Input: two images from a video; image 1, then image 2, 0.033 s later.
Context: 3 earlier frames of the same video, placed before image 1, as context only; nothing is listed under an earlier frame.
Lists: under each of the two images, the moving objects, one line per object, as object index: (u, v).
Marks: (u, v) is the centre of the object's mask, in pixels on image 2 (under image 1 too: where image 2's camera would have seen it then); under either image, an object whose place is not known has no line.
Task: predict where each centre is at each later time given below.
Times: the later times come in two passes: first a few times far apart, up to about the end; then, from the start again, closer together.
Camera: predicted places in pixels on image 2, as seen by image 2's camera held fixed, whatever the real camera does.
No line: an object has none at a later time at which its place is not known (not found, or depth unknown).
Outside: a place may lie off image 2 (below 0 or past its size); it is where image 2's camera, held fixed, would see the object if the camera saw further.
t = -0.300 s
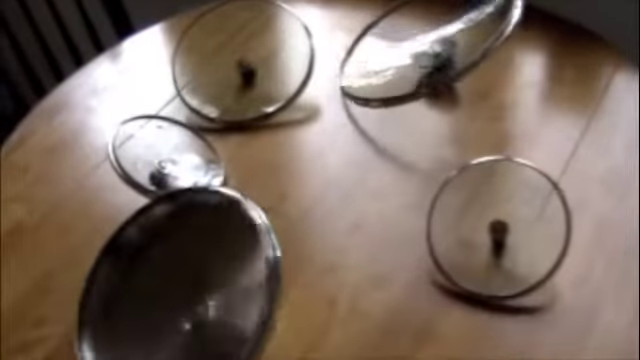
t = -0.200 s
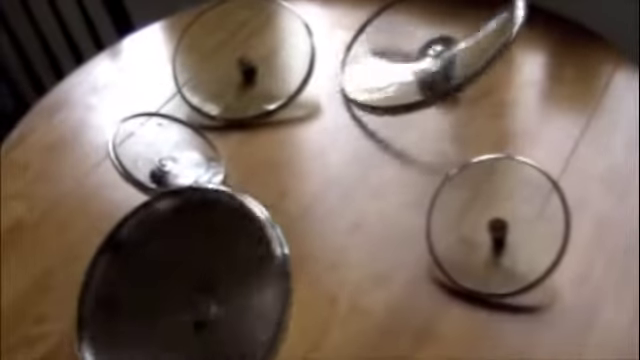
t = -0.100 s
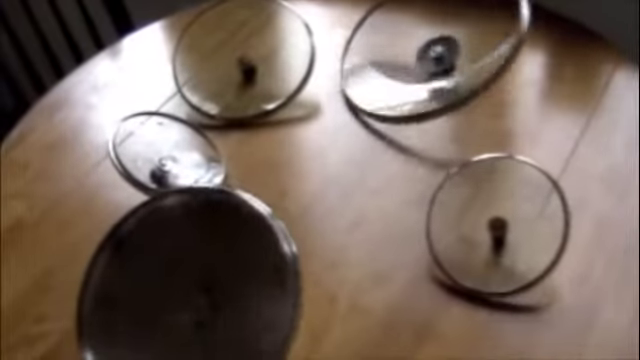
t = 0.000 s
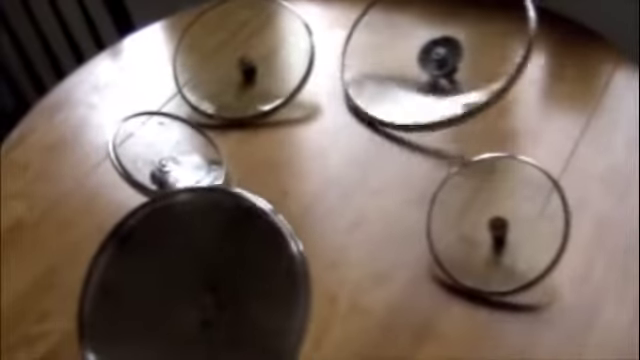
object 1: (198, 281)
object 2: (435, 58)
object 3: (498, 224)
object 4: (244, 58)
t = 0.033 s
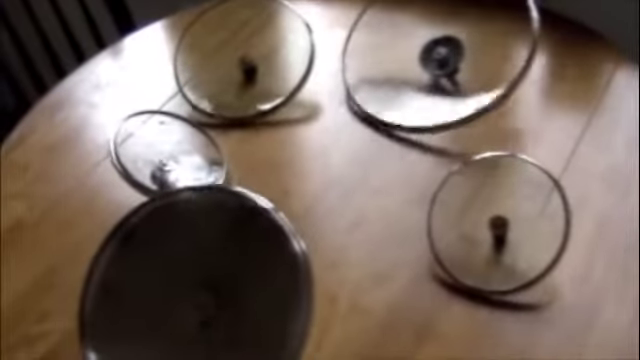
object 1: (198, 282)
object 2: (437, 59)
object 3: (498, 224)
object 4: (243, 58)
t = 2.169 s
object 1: (178, 273)
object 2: (447, 60)
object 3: (509, 224)
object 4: (244, 57)
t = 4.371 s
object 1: (182, 266)
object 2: (452, 62)
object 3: (512, 224)
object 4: (243, 58)
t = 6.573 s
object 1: (184, 280)
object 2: (443, 64)
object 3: (513, 224)
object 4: (240, 59)
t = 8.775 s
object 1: (190, 282)
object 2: (429, 55)
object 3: (504, 225)
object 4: (230, 53)
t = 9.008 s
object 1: (192, 282)
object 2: (423, 47)
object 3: (503, 225)
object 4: (231, 53)
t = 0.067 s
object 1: (199, 281)
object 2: (439, 60)
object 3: (498, 224)
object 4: (242, 58)
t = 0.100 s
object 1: (200, 281)
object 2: (441, 60)
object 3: (498, 223)
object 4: (242, 58)
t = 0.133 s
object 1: (201, 281)
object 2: (443, 61)
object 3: (498, 223)
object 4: (242, 58)
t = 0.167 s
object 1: (201, 281)
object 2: (445, 62)
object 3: (498, 223)
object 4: (241, 58)
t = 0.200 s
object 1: (202, 281)
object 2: (446, 62)
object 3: (498, 223)
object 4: (241, 58)
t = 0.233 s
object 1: (202, 281)
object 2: (448, 62)
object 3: (498, 223)
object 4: (240, 58)
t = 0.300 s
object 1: (202, 281)
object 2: (450, 63)
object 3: (498, 223)
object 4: (239, 57)
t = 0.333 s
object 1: (202, 281)
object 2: (451, 63)
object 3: (499, 223)
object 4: (238, 57)
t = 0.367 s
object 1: (202, 281)
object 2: (452, 63)
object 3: (499, 223)
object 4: (237, 56)
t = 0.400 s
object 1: (201, 281)
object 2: (453, 63)
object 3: (499, 223)
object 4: (236, 56)
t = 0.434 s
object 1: (201, 281)
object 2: (453, 63)
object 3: (500, 223)
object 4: (236, 55)
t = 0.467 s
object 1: (201, 281)
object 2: (453, 63)
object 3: (500, 223)
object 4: (235, 55)
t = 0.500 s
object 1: (200, 281)
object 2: (453, 63)
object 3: (501, 223)
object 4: (234, 54)
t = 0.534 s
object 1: (199, 281)
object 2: (452, 62)
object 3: (501, 223)
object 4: (234, 53)
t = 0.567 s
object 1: (199, 281)
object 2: (452, 62)
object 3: (503, 223)
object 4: (234, 53)
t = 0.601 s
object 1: (197, 281)
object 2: (451, 62)
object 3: (503, 223)
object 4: (233, 52)
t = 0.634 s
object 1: (196, 281)
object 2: (451, 62)
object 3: (504, 224)
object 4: (233, 52)
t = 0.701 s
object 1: (193, 280)
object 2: (448, 62)
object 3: (506, 223)
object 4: (233, 51)
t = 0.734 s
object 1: (192, 280)
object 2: (446, 62)
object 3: (508, 224)
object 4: (232, 51)
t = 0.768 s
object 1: (191, 279)
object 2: (445, 61)
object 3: (510, 224)
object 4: (232, 51)
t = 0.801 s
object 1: (189, 279)
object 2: (443, 61)
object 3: (512, 224)
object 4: (232, 51)
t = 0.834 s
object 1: (188, 279)
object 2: (441, 59)
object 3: (514, 224)
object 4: (232, 51)
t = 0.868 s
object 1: (187, 279)
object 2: (439, 59)
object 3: (516, 223)
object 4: (232, 51)
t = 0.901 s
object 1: (186, 278)
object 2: (437, 58)
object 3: (517, 221)
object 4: (232, 51)
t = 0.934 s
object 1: (184, 278)
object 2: (435, 57)
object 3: (518, 221)
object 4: (232, 51)
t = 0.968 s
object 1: (183, 277)
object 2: (434, 55)
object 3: (519, 220)
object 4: (232, 51)
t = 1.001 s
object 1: (183, 276)
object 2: (432, 54)
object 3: (520, 219)
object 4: (232, 51)
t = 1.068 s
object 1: (180, 275)
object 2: (430, 51)
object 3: (523, 218)
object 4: (232, 51)
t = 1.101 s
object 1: (180, 275)
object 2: (429, 49)
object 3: (524, 217)
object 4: (233, 51)
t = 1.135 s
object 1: (177, 274)
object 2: (428, 48)
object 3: (525, 216)
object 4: (233, 52)
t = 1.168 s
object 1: (176, 274)
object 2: (427, 47)
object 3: (525, 216)
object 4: (233, 52)
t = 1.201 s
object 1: (177, 275)
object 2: (426, 46)
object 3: (526, 215)
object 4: (233, 52)
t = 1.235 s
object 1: (177, 273)
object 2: (426, 45)
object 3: (526, 215)
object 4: (234, 53)
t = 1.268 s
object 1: (177, 272)
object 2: (426, 44)
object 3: (527, 214)
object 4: (234, 53)
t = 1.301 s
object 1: (178, 272)
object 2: (426, 43)
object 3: (527, 213)
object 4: (235, 54)
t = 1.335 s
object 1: (179, 271)
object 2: (426, 42)
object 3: (527, 213)
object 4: (236, 54)
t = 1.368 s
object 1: (179, 269)
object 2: (426, 42)
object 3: (527, 213)
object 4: (236, 55)
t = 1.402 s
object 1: (180, 267)
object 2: (426, 41)
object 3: (527, 213)
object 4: (237, 56)
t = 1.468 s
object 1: (182, 264)
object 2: (425, 41)
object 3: (527, 213)
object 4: (238, 57)
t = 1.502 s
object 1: (182, 264)
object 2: (426, 41)
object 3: (527, 213)
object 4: (240, 57)
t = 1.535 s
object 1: (184, 263)
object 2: (426, 41)
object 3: (527, 214)
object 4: (240, 57)
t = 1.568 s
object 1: (186, 261)
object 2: (426, 41)
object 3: (527, 214)
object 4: (241, 57)
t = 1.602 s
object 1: (187, 260)
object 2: (427, 43)
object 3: (526, 214)
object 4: (242, 57)
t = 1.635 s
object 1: (187, 260)
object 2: (427, 44)
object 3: (526, 215)
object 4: (242, 57)
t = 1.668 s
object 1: (188, 260)
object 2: (427, 45)
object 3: (525, 216)
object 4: (242, 58)
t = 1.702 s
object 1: (188, 259)
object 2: (427, 46)
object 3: (524, 216)
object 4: (243, 57)
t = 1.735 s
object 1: (188, 259)
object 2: (427, 47)
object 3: (523, 216)
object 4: (243, 57)
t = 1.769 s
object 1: (188, 259)
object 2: (428, 48)
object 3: (523, 217)
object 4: (243, 57)
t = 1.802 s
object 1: (188, 259)
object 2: (428, 50)
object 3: (522, 218)
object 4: (243, 57)
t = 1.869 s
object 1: (186, 261)
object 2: (431, 53)
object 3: (521, 220)
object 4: (244, 57)
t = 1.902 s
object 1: (185, 262)
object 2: (433, 54)
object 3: (520, 221)
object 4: (244, 57)
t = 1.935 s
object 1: (184, 263)
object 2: (434, 56)
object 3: (519, 222)
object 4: (245, 57)
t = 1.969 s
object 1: (183, 264)
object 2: (436, 57)
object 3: (518, 222)
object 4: (245, 57)
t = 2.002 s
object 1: (182, 266)
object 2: (438, 58)
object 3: (516, 223)
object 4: (245, 57)
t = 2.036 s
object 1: (181, 267)
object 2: (440, 59)
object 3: (516, 224)
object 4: (245, 57)
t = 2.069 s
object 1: (180, 268)
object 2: (442, 59)
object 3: (514, 224)
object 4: (244, 57)
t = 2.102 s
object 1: (179, 270)
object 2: (444, 60)
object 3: (513, 225)
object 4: (245, 57)
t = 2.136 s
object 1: (178, 272)
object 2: (446, 60)
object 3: (511, 225)
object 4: (244, 57)
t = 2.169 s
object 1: (178, 273)
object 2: (447, 60)
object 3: (509, 224)
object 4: (244, 57)
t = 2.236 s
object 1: (179, 275)
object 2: (450, 60)
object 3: (507, 224)
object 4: (244, 57)
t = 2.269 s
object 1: (179, 275)
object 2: (451, 60)
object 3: (506, 223)
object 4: (244, 57)
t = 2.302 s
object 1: (178, 276)
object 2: (451, 60)
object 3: (504, 223)
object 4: (243, 57)
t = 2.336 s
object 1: (179, 276)
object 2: (452, 60)
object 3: (504, 223)
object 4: (243, 57)
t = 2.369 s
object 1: (180, 276)
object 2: (453, 60)
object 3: (503, 223)
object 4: (242, 57)
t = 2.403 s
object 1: (181, 276)
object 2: (453, 60)
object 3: (502, 223)
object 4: (242, 56)
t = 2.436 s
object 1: (181, 277)
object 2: (453, 60)
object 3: (502, 223)
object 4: (241, 56)
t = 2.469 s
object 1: (183, 278)
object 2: (453, 60)
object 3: (501, 223)
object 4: (241, 56)
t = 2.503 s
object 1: (184, 278)
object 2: (452, 60)
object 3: (501, 223)
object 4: (240, 56)
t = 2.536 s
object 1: (185, 278)
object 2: (452, 60)
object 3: (501, 223)
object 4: (239, 57)
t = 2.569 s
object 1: (186, 279)
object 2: (451, 60)
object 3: (501, 223)
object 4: (238, 56)
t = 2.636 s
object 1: (189, 280)
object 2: (449, 60)
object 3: (501, 223)
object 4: (237, 55)
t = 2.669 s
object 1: (190, 280)
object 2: (448, 59)
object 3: (502, 222)
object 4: (236, 54)
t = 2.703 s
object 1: (191, 280)
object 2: (446, 59)
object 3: (502, 222)
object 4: (235, 53)
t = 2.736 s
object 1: (192, 280)
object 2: (445, 59)
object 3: (503, 222)
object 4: (234, 53)
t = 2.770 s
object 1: (193, 281)
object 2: (443, 58)
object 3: (504, 222)
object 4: (234, 53)
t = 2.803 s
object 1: (194, 281)
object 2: (441, 58)
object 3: (504, 223)
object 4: (233, 53)
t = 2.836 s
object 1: (195, 281)
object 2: (439, 57)
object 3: (504, 223)
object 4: (233, 53)
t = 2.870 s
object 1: (196, 281)
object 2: (436, 57)
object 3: (505, 223)
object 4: (233, 52)
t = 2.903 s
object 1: (196, 281)
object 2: (434, 56)
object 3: (506, 223)
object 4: (232, 52)
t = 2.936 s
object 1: (197, 281)
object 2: (433, 55)
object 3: (507, 223)
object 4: (232, 52)
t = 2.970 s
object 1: (198, 281)
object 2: (432, 54)
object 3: (509, 223)
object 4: (232, 51)
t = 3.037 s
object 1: (199, 281)
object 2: (429, 51)
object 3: (514, 223)
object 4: (232, 51)
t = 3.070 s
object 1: (199, 282)
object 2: (428, 49)
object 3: (516, 222)
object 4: (232, 51)
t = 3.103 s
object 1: (199, 282)
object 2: (428, 48)
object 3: (517, 221)
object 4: (232, 51)
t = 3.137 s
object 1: (199, 281)
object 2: (426, 46)
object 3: (518, 221)
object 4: (232, 51)
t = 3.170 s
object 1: (199, 282)
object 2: (426, 45)
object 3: (519, 220)
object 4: (232, 51)
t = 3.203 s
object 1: (199, 281)
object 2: (426, 45)
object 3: (520, 219)
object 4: (232, 51)
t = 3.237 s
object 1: (199, 282)
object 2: (425, 44)
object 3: (521, 219)
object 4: (232, 51)
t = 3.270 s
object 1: (198, 282)
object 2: (425, 44)
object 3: (522, 218)
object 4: (232, 51)
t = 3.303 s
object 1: (198, 282)
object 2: (424, 43)
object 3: (523, 217)
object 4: (232, 52)
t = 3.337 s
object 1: (197, 282)
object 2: (424, 41)
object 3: (524, 216)
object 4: (232, 51)
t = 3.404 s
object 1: (196, 282)
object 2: (424, 42)
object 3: (525, 214)
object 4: (232, 52)
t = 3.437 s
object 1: (195, 282)
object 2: (424, 42)
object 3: (526, 214)
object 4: (233, 52)
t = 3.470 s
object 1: (193, 282)
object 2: (423, 42)
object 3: (526, 214)
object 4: (233, 53)
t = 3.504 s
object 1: (192, 282)
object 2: (423, 43)
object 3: (527, 213)
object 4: (233, 53)
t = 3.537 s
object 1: (191, 282)
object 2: (424, 45)
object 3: (528, 213)
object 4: (233, 54)
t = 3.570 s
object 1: (190, 282)
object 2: (424, 46)
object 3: (528, 212)
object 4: (234, 55)
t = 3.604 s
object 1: (188, 282)
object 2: (424, 47)
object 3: (528, 212)
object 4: (235, 55)
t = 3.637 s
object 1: (187, 281)
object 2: (424, 48)
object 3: (528, 212)
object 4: (235, 56)
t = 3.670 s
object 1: (186, 281)
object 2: (425, 48)
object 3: (528, 212)
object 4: (236, 56)
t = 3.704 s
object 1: (184, 281)
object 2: (426, 50)
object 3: (528, 213)
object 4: (237, 57)
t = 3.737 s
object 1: (183, 280)
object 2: (427, 51)
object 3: (528, 213)
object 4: (238, 57)
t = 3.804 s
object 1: (181, 280)
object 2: (430, 54)
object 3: (527, 214)
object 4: (239, 57)
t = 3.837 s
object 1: (180, 279)
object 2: (431, 55)
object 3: (527, 214)
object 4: (239, 58)
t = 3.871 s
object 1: (180, 279)
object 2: (433, 56)
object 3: (527, 215)
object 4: (241, 57)
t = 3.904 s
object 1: (178, 278)
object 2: (435, 57)
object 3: (526, 215)
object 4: (241, 57)
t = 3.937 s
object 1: (177, 278)
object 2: (436, 58)
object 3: (525, 216)
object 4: (241, 58)
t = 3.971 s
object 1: (177, 278)
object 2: (439, 59)
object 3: (526, 216)
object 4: (242, 58)
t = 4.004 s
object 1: (177, 278)
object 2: (440, 60)
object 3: (524, 217)
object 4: (242, 58)
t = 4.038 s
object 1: (177, 277)
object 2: (442, 60)
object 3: (523, 218)
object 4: (242, 58)
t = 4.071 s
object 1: (177, 276)
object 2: (444, 61)
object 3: (523, 218)
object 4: (242, 58)
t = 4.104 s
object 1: (177, 274)
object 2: (446, 61)
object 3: (522, 219)
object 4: (243, 58)
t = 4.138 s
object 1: (177, 273)
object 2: (447, 61)
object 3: (521, 220)
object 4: (243, 58)
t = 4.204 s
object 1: (178, 271)
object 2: (449, 62)
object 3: (518, 222)
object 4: (243, 58)
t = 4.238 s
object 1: (179, 270)
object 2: (450, 62)
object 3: (517, 222)
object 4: (243, 58)
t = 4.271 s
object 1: (179, 269)
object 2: (451, 62)
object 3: (516, 223)
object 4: (243, 58)
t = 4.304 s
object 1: (180, 268)
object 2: (451, 62)
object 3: (515, 224)
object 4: (243, 58)
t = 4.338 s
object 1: (181, 267)
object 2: (452, 62)
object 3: (513, 224)
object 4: (243, 58)
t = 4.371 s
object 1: (182, 266)
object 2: (452, 62)
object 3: (512, 224)
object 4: (243, 58)
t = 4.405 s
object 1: (183, 265)
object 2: (451, 62)
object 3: (510, 224)
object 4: (243, 58)
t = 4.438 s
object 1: (184, 264)
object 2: (451, 62)
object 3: (508, 224)
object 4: (243, 58)
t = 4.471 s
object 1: (185, 264)
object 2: (451, 62)
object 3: (507, 223)
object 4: (243, 58)
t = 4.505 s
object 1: (185, 263)
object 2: (451, 62)
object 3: (506, 223)
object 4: (242, 58)
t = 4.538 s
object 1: (186, 263)
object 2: (449, 62)
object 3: (505, 223)
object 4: (242, 58)
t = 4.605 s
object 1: (186, 263)
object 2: (447, 62)
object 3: (505, 223)
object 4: (242, 58)
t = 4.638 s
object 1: (186, 263)
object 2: (445, 62)
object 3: (504, 223)
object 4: (241, 58)
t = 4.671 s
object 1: (185, 264)
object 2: (444, 61)
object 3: (504, 223)
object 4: (240, 57)
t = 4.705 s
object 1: (184, 264)
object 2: (442, 61)
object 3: (504, 223)
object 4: (240, 57)
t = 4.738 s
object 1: (184, 265)
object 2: (440, 60)
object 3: (503, 223)
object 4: (240, 57)
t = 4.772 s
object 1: (183, 266)
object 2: (438, 60)
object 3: (503, 223)
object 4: (239, 57)
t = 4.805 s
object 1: (182, 267)
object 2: (437, 59)
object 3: (503, 223)
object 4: (238, 57)
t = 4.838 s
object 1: (180, 268)
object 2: (434, 59)
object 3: (503, 223)
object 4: (237, 57)
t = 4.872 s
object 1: (180, 269)
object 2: (433, 58)
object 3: (503, 223)
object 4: (236, 57)
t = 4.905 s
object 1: (179, 270)
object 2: (431, 57)
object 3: (503, 223)
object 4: (235, 57)
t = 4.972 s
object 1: (178, 272)
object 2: (427, 55)
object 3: (503, 223)
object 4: (233, 56)
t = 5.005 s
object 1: (177, 274)
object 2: (426, 53)
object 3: (504, 223)
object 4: (232, 56)
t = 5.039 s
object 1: (176, 275)
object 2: (425, 52)
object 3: (505, 223)
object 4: (232, 56)
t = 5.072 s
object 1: (176, 276)
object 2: (424, 51)
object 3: (505, 223)
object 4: (231, 55)
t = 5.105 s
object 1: (176, 277)
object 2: (423, 50)
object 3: (507, 223)
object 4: (231, 55)
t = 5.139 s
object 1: (176, 277)
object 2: (422, 49)
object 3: (508, 223)
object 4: (231, 54)
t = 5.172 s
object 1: (176, 278)
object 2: (421, 48)
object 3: (509, 223)
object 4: (230, 54)
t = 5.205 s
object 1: (177, 277)
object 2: (421, 48)
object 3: (510, 223)
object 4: (230, 54)
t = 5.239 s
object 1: (177, 278)
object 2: (421, 47)
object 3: (512, 223)
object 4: (230, 54)
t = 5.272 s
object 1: (177, 278)
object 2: (421, 47)
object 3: (513, 223)
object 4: (230, 54)
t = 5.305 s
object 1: (178, 279)
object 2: (421, 47)
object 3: (515, 223)
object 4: (231, 53)
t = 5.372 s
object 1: (181, 279)
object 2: (421, 47)
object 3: (517, 222)
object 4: (231, 53)
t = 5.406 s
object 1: (182, 280)
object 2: (421, 47)
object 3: (518, 222)
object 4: (231, 53)
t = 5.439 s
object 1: (183, 280)
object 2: (421, 47)
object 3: (519, 221)
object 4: (231, 54)
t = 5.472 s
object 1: (184, 280)
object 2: (422, 48)
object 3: (520, 221)
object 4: (231, 54)
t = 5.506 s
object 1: (186, 281)
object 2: (422, 49)
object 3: (521, 220)
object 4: (231, 54)
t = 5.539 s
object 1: (187, 281)
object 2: (422, 50)
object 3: (522, 219)
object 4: (231, 54)
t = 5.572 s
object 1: (188, 282)
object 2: (422, 51)
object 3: (522, 218)
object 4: (231, 55)
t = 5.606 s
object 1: (189, 282)
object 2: (424, 52)
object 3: (523, 218)
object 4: (231, 55)
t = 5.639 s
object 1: (190, 282)
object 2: (424, 53)
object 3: (524, 217)
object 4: (232, 56)
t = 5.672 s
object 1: (191, 282)
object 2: (425, 55)
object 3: (524, 217)
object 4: (233, 57)
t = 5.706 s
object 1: (192, 282)
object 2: (427, 56)
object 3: (525, 216)
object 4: (233, 57)
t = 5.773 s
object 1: (194, 283)
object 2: (430, 59)
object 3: (526, 215)
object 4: (234, 58)
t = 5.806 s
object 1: (195, 283)
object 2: (432, 60)
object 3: (526, 215)
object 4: (236, 59)
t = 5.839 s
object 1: (196, 283)
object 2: (434, 61)
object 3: (527, 215)
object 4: (237, 59)
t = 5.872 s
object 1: (197, 283)
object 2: (435, 61)
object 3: (527, 214)
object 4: (237, 59)
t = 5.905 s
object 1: (197, 283)
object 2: (438, 62)
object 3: (527, 214)
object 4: (238, 59)
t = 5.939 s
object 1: (197, 283)
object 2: (440, 63)
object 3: (527, 214)
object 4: (239, 59)
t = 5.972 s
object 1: (197, 283)
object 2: (440, 64)
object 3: (526, 215)
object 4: (239, 59)
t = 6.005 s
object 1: (197, 283)
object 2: (442, 64)
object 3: (526, 215)
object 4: (239, 59)
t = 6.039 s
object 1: (197, 283)
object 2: (445, 65)
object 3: (527, 215)
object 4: (240, 59)
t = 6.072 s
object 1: (197, 283)
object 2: (446, 65)
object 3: (527, 216)
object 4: (241, 59)
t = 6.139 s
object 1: (197, 282)
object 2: (448, 65)
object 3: (526, 216)
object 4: (241, 59)
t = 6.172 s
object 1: (196, 282)
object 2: (449, 65)
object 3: (525, 217)
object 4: (241, 60)
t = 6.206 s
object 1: (195, 282)
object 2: (449, 65)
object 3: (524, 218)
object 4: (241, 60)
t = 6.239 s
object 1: (195, 282)
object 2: (450, 65)
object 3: (524, 218)
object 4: (242, 60)
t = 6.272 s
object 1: (194, 282)
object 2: (450, 65)
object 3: (523, 219)
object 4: (242, 60)
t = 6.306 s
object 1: (192, 282)
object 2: (450, 65)
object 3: (522, 220)
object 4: (242, 60)
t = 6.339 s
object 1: (191, 282)
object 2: (450, 65)
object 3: (521, 221)
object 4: (242, 60)
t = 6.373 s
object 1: (191, 281)
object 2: (448, 66)
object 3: (521, 221)
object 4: (242, 60)
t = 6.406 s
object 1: (189, 281)
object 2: (449, 65)
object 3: (519, 221)
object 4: (242, 60)
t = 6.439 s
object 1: (188, 281)
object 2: (447, 66)
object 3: (518, 221)
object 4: (241, 60)
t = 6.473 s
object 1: (187, 281)
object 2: (447, 64)
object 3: (517, 222)
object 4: (241, 60)
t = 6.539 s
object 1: (184, 280)
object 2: (444, 64)
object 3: (514, 224)
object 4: (241, 59)
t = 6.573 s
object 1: (184, 280)
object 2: (443, 64)
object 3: (513, 224)
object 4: (240, 59)
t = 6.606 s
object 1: (182, 280)
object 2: (441, 63)
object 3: (512, 224)
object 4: (240, 59)
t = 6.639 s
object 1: (181, 279)
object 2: (440, 62)
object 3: (510, 224)
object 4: (240, 59)
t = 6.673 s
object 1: (181, 279)
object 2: (438, 62)
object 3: (509, 224)
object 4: (239, 58)
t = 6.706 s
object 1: (179, 278)
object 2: (436, 61)
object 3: (507, 223)
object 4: (238, 58)
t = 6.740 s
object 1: (178, 278)
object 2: (435, 60)
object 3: (507, 223)
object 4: (238, 58)
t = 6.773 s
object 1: (178, 278)
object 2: (433, 59)
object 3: (506, 223)
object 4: (237, 57)
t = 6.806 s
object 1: (177, 278)
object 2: (432, 57)
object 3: (505, 223)
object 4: (237, 57)
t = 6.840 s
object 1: (177, 278)
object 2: (431, 56)
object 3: (505, 223)
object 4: (236, 57)
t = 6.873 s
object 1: (179, 280)
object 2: (429, 54)
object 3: (505, 223)
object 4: (235, 56)
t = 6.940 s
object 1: (179, 279)
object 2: (427, 52)
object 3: (505, 223)
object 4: (234, 55)
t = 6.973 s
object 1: (177, 276)
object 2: (426, 50)
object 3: (505, 223)
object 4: (233, 55)
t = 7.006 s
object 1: (178, 274)
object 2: (425, 49)
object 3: (505, 223)
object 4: (232, 54)
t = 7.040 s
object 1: (178, 274)
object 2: (425, 48)
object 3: (505, 223)
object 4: (232, 54)
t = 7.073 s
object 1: (178, 273)
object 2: (424, 47)
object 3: (506, 224)
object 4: (232, 54)
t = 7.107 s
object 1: (178, 272)
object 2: (424, 47)
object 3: (506, 224)
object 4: (232, 53)
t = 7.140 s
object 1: (178, 271)
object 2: (424, 46)
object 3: (508, 224)
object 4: (232, 53)
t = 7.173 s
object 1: (179, 270)
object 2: (424, 45)
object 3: (510, 224)
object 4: (232, 53)
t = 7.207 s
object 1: (180, 269)
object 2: (424, 45)
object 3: (511, 224)
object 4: (232, 52)
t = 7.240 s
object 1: (180, 268)
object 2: (424, 45)
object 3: (512, 224)
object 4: (232, 52)
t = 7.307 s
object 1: (182, 266)
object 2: (424, 45)
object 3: (515, 223)
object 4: (232, 53)
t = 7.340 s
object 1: (182, 266)
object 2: (423, 45)
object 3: (516, 223)
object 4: (232, 53)
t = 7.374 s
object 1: (183, 265)
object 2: (424, 46)
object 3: (517, 223)
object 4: (232, 53)
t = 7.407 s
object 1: (183, 265)
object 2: (424, 46)
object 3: (518, 222)
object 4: (233, 53)
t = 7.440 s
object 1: (183, 265)
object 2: (425, 47)
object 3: (519, 222)
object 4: (233, 53)
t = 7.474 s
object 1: (183, 265)
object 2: (425, 48)
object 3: (519, 221)
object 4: (232, 54)
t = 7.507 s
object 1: (183, 265)
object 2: (426, 50)
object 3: (521, 221)
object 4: (233, 54)
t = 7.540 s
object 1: (182, 265)
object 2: (426, 51)
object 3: (521, 220)
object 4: (234, 55)
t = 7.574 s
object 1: (181, 266)
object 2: (427, 52)
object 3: (521, 220)
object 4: (234, 56)
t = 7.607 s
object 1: (180, 266)
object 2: (428, 53)
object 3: (522, 219)
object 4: (235, 56)
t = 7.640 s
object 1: (180, 267)
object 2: (430, 54)
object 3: (523, 218)
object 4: (236, 57)
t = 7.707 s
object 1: (178, 269)
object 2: (432, 57)
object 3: (524, 217)
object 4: (237, 57)
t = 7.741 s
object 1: (177, 270)
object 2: (434, 58)
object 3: (524, 216)
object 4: (237, 57)
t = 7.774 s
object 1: (176, 271)
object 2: (435, 59)
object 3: (525, 216)
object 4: (238, 57)
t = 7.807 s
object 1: (176, 271)
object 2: (437, 60)
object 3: (525, 216)
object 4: (239, 57)
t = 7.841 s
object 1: (174, 273)
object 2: (438, 60)
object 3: (525, 216)
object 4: (239, 57)
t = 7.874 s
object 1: (174, 273)
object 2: (440, 61)
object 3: (525, 216)
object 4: (239, 57)
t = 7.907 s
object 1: (174, 274)
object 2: (442, 61)
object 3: (525, 216)
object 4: (240, 57)
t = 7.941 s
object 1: (174, 275)
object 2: (443, 62)
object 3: (525, 216)
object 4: (240, 57)
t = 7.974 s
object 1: (174, 275)
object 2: (445, 62)
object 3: (525, 216)
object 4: (240, 58)
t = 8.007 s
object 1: (174, 276)
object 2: (446, 62)
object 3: (526, 216)
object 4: (241, 57)
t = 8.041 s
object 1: (174, 276)
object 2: (447, 62)
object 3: (525, 217)
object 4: (240, 58)
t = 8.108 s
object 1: (175, 276)
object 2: (448, 62)
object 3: (525, 217)
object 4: (241, 58)
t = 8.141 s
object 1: (174, 277)
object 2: (447, 64)
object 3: (524, 218)
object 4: (240, 58)
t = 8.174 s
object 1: (175, 276)
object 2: (447, 64)
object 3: (523, 218)
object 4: (240, 58)
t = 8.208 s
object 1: (175, 277)
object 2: (449, 63)
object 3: (523, 219)
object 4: (240, 58)
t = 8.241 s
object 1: (176, 277)
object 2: (447, 64)
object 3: (522, 219)
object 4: (239, 58)
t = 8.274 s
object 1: (177, 278)
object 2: (447, 64)
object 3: (521, 220)
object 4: (239, 57)
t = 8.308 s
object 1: (178, 279)
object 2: (447, 64)
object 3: (520, 221)
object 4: (239, 57)
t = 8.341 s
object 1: (178, 279)
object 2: (446, 64)
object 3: (520, 222)
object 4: (238, 57)
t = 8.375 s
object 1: (179, 280)
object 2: (447, 62)
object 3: (519, 222)
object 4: (238, 57)
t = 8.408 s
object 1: (180, 280)
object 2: (446, 62)
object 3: (518, 222)
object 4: (237, 57)
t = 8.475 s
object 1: (182, 280)
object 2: (443, 62)
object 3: (516, 223)
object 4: (235, 57)
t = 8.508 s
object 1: (183, 281)
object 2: (441, 62)
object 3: (515, 223)
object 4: (234, 56)
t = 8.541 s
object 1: (185, 281)
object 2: (441, 61)
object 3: (515, 224)
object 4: (234, 56)
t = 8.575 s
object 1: (186, 281)
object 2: (439, 60)
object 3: (513, 224)
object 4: (233, 55)
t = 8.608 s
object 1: (187, 281)
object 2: (437, 60)
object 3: (512, 225)
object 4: (232, 55)
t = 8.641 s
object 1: (188, 281)
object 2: (435, 59)
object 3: (510, 225)
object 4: (232, 54)
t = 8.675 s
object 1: (189, 282)
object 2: (434, 58)
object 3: (509, 225)
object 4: (231, 54)
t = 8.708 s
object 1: (189, 282)
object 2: (432, 57)
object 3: (507, 225)
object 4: (231, 54)
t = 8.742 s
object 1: (190, 282)
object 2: (430, 56)
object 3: (505, 225)
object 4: (231, 54)
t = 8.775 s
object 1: (190, 282)
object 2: (429, 55)
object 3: (504, 225)
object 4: (230, 53)
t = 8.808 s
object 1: (191, 282)
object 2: (427, 53)
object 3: (503, 225)
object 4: (230, 53)
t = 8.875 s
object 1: (192, 282)
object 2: (425, 51)
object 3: (503, 225)
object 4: (231, 53)
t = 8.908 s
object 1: (192, 282)
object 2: (425, 50)
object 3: (503, 225)
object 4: (231, 53)
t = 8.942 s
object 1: (192, 282)
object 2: (424, 49)
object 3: (503, 225)
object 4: (231, 53)
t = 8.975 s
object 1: (192, 282)
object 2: (424, 48)
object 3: (503, 225)
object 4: (231, 53)
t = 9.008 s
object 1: (192, 282)
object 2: (423, 47)
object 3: (503, 225)
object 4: (231, 53)
